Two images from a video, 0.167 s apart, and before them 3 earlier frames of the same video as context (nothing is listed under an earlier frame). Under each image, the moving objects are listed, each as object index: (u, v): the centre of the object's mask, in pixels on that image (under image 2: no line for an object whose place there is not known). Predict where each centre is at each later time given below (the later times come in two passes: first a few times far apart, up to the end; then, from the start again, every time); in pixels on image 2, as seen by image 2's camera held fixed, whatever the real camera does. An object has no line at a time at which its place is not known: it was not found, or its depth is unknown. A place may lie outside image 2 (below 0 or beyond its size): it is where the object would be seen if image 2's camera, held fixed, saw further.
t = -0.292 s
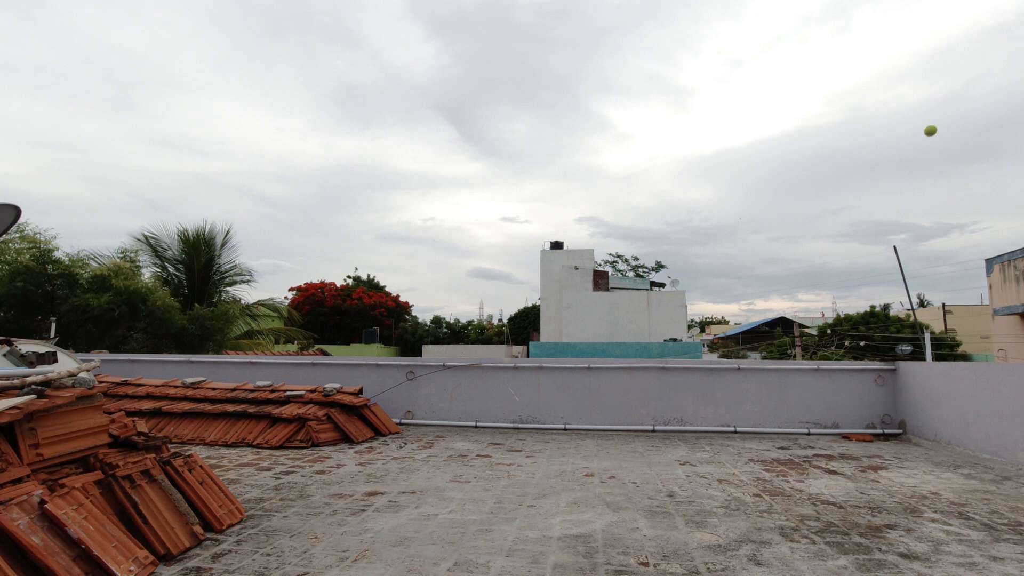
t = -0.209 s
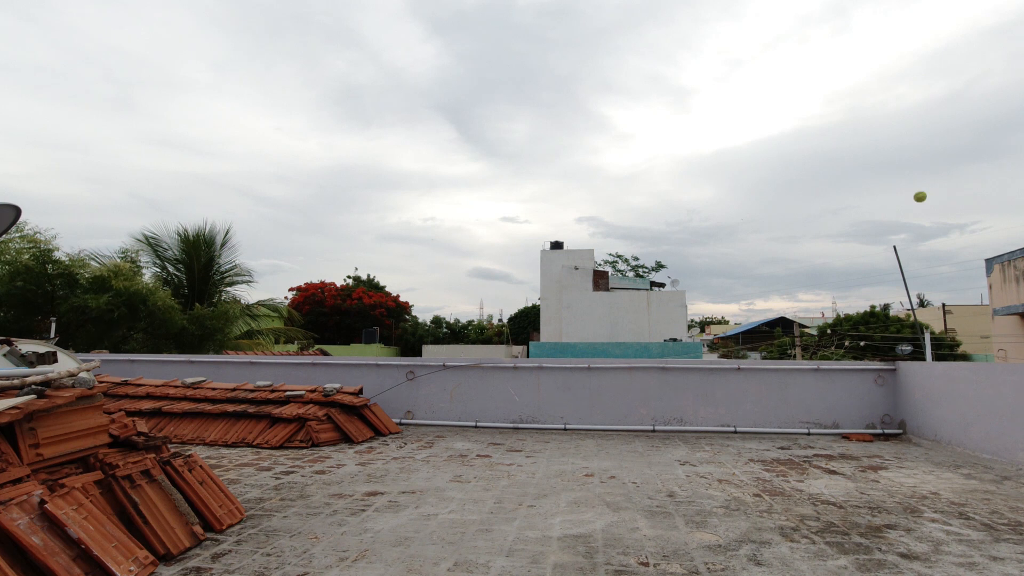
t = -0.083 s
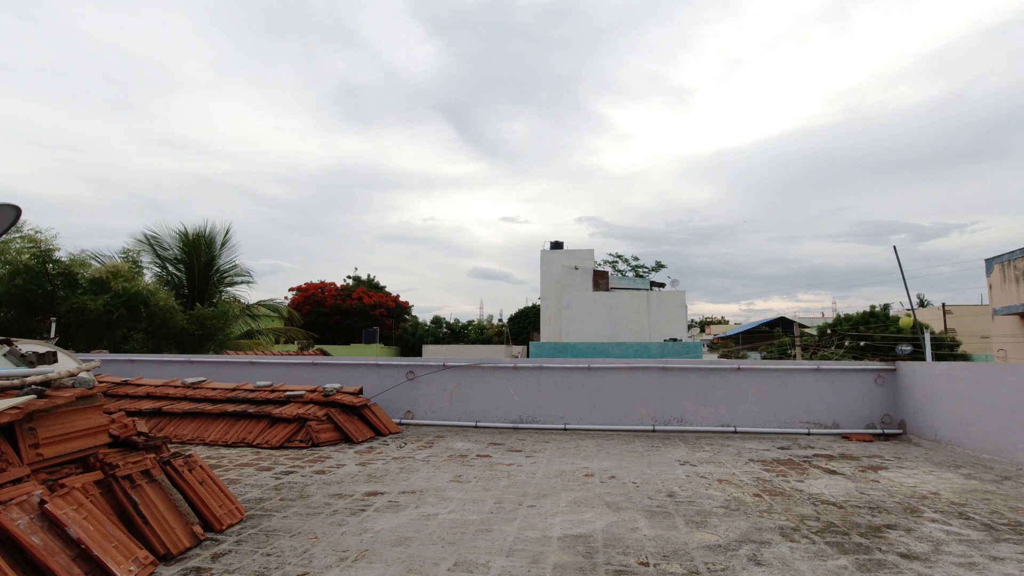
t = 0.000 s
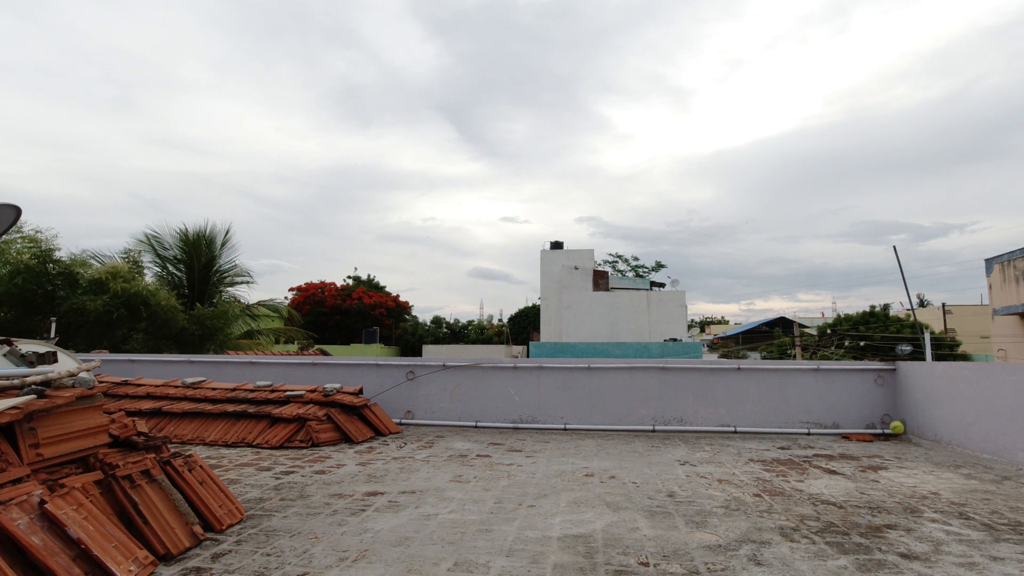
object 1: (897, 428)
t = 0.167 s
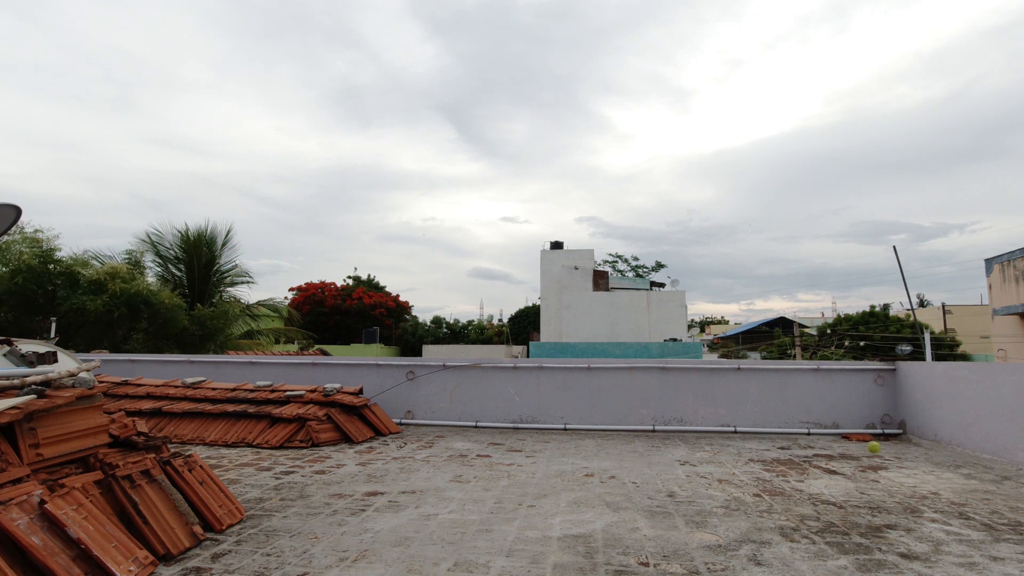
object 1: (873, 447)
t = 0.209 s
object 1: (867, 431)
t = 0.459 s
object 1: (833, 402)
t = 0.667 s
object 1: (809, 469)
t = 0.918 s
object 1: (770, 489)
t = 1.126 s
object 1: (736, 510)
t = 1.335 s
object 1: (702, 519)
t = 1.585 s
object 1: (662, 522)
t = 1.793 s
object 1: (630, 523)
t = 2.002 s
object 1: (602, 524)
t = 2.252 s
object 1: (572, 526)
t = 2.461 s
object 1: (550, 527)
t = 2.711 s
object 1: (526, 525)
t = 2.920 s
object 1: (510, 523)
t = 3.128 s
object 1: (496, 522)
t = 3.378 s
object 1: (482, 518)
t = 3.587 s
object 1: (471, 517)
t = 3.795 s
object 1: (462, 515)
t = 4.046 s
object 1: (451, 514)
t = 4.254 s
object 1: (445, 514)
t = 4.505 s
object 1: (441, 514)
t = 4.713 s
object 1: (440, 515)
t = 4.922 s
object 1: (441, 515)
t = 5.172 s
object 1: (442, 515)
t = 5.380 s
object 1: (442, 515)
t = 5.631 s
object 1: (442, 515)
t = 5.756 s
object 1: (442, 515)
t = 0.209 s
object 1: (867, 431)
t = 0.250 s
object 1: (861, 419)
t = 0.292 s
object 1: (855, 409)
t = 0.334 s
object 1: (850, 402)
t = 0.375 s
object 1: (844, 399)
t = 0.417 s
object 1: (839, 399)
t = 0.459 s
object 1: (833, 402)
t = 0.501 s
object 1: (828, 408)
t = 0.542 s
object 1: (823, 418)
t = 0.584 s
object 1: (818, 431)
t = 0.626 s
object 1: (813, 448)
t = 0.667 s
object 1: (809, 469)
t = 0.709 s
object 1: (804, 493)
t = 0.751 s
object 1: (798, 511)
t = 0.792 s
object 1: (791, 501)
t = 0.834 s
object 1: (784, 493)
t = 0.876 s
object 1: (777, 490)
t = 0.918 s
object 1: (770, 489)
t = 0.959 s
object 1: (763, 492)
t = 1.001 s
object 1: (756, 500)
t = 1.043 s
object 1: (749, 510)
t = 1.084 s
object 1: (742, 512)
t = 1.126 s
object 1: (736, 510)
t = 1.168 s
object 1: (729, 511)
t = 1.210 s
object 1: (723, 515)
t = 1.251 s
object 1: (715, 517)
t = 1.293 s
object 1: (709, 518)
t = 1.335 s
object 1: (702, 519)
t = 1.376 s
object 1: (695, 520)
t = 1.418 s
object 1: (688, 520)
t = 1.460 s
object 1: (681, 521)
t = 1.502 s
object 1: (675, 521)
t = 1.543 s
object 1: (668, 521)
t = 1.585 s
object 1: (662, 522)
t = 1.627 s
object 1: (655, 523)
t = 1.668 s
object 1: (648, 523)
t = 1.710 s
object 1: (642, 523)
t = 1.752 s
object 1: (636, 523)
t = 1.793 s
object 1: (630, 523)
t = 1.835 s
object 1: (624, 524)
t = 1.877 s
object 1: (618, 524)
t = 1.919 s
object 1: (613, 524)
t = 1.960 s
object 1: (607, 524)
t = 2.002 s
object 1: (602, 524)
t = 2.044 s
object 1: (597, 525)
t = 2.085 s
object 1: (592, 525)
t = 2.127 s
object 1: (587, 525)
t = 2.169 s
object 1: (582, 526)
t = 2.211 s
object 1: (577, 526)
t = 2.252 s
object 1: (572, 526)
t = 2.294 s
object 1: (568, 526)
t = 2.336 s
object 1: (563, 527)
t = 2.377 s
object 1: (559, 527)
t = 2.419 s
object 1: (555, 527)
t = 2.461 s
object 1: (550, 527)
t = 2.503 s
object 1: (546, 527)
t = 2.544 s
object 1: (542, 527)
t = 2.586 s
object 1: (538, 527)
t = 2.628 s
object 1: (534, 526)
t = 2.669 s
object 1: (530, 526)
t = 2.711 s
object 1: (526, 525)
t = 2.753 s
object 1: (522, 525)
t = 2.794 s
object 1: (519, 525)
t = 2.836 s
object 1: (516, 524)
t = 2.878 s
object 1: (513, 524)
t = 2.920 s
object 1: (510, 523)
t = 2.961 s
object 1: (507, 523)
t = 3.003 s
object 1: (504, 523)
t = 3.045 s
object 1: (501, 522)
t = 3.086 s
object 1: (498, 522)
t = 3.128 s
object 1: (496, 522)
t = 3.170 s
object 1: (493, 521)
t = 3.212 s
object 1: (491, 521)
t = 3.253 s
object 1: (489, 520)
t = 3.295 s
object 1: (487, 520)
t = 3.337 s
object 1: (484, 519)
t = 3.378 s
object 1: (482, 518)
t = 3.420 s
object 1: (480, 518)
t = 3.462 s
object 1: (478, 518)
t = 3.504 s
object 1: (475, 517)
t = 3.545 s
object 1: (473, 517)
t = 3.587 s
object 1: (471, 517)
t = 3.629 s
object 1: (469, 516)
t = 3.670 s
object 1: (467, 516)
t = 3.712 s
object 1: (465, 516)
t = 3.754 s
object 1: (464, 515)
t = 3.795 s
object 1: (462, 515)
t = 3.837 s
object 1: (460, 515)
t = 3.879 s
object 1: (458, 515)
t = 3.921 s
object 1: (456, 515)
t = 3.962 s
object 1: (454, 515)
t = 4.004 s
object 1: (453, 515)
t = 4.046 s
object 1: (451, 514)
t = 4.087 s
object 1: (450, 514)
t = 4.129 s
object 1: (449, 514)
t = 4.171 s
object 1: (448, 514)
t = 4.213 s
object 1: (446, 514)
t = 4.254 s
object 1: (445, 514)
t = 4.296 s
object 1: (444, 514)
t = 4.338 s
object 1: (443, 514)
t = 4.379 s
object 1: (443, 514)
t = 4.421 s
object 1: (442, 514)
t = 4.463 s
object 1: (441, 514)
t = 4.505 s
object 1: (441, 514)
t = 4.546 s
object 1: (440, 515)
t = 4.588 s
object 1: (440, 515)
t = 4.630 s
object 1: (440, 515)
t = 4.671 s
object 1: (440, 515)
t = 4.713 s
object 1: (440, 515)
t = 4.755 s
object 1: (440, 515)
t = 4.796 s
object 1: (440, 515)
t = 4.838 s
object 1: (440, 515)
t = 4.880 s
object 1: (441, 515)
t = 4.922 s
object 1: (441, 515)
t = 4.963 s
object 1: (441, 515)
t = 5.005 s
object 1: (441, 515)
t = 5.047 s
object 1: (442, 515)
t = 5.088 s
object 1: (442, 515)
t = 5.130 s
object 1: (442, 515)
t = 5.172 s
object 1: (442, 515)
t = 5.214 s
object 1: (442, 515)
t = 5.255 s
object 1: (442, 515)
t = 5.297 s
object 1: (442, 515)
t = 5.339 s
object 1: (442, 515)
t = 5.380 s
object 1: (442, 515)
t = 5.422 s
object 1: (442, 515)
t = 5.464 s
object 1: (442, 515)
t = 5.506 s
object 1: (442, 515)
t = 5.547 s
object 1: (442, 515)
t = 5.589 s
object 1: (442, 515)
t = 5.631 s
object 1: (442, 515)
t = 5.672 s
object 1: (442, 515)
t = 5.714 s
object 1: (442, 515)
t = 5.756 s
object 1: (442, 515)
